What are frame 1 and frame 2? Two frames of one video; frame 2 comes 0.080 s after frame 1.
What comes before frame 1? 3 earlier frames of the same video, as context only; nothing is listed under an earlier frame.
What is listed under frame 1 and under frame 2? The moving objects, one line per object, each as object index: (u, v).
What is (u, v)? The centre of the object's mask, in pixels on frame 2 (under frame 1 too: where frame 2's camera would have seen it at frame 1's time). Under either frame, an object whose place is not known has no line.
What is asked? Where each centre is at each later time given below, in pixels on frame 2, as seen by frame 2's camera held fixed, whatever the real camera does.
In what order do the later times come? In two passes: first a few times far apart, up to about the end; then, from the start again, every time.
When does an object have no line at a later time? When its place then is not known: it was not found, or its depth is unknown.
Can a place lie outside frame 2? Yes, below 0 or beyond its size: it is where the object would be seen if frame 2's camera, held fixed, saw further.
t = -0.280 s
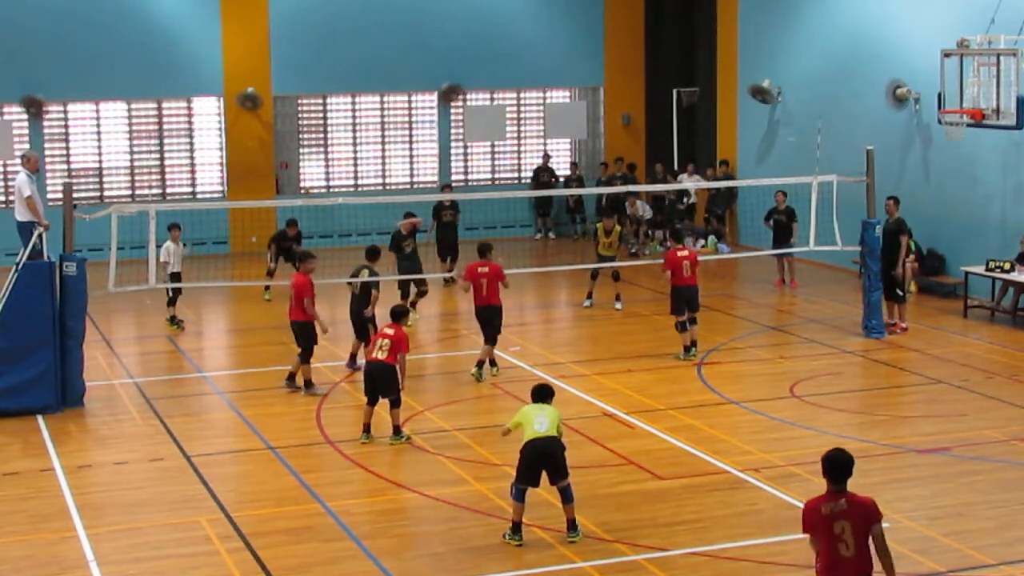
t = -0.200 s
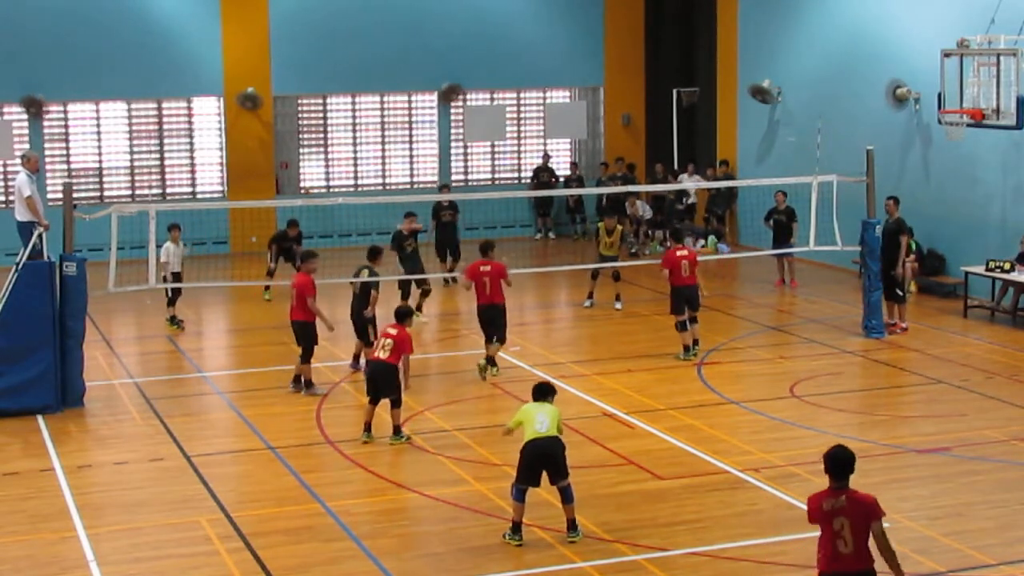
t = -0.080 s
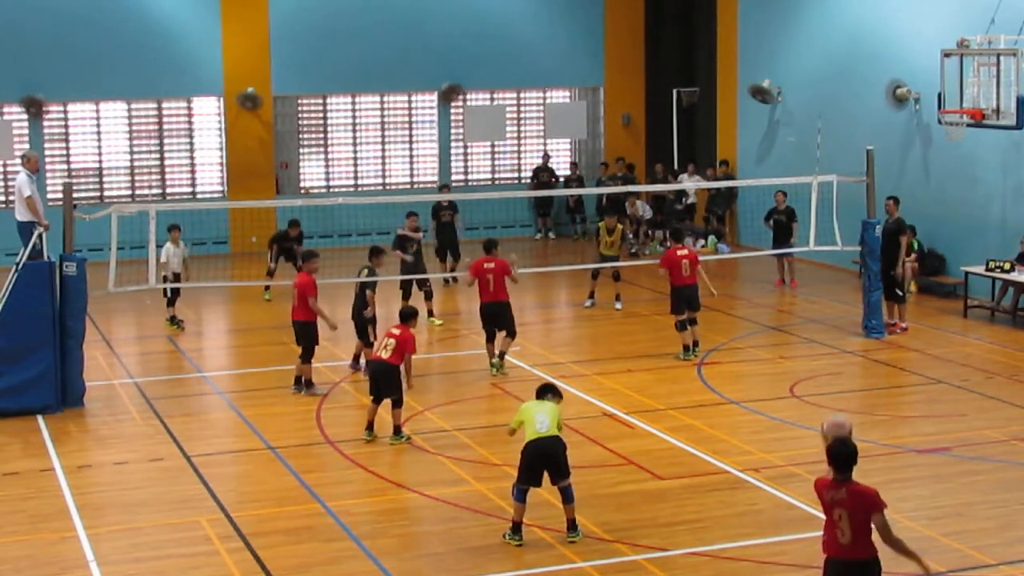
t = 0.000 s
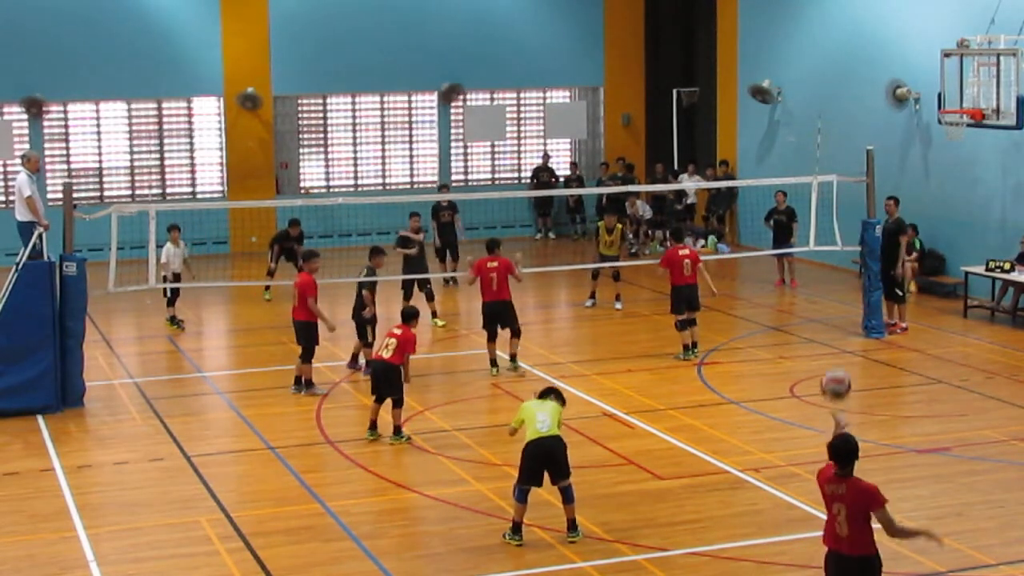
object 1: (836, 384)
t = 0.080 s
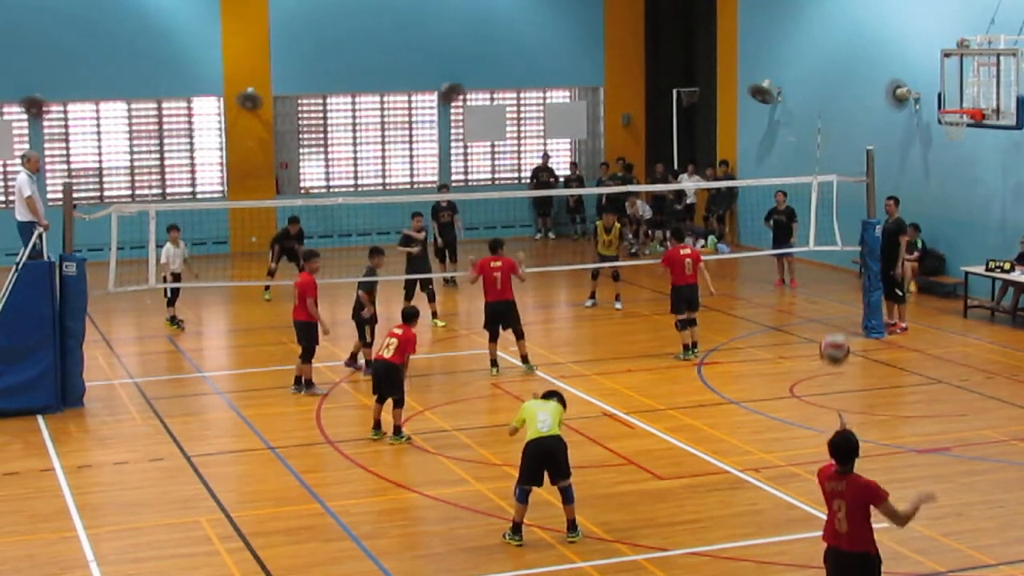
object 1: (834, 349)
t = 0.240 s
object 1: (832, 307)
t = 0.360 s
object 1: (829, 300)
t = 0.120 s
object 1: (834, 335)
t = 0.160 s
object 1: (833, 323)
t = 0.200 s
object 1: (833, 314)
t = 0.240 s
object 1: (832, 307)
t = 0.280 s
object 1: (831, 302)
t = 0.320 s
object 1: (830, 300)
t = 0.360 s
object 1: (829, 300)
